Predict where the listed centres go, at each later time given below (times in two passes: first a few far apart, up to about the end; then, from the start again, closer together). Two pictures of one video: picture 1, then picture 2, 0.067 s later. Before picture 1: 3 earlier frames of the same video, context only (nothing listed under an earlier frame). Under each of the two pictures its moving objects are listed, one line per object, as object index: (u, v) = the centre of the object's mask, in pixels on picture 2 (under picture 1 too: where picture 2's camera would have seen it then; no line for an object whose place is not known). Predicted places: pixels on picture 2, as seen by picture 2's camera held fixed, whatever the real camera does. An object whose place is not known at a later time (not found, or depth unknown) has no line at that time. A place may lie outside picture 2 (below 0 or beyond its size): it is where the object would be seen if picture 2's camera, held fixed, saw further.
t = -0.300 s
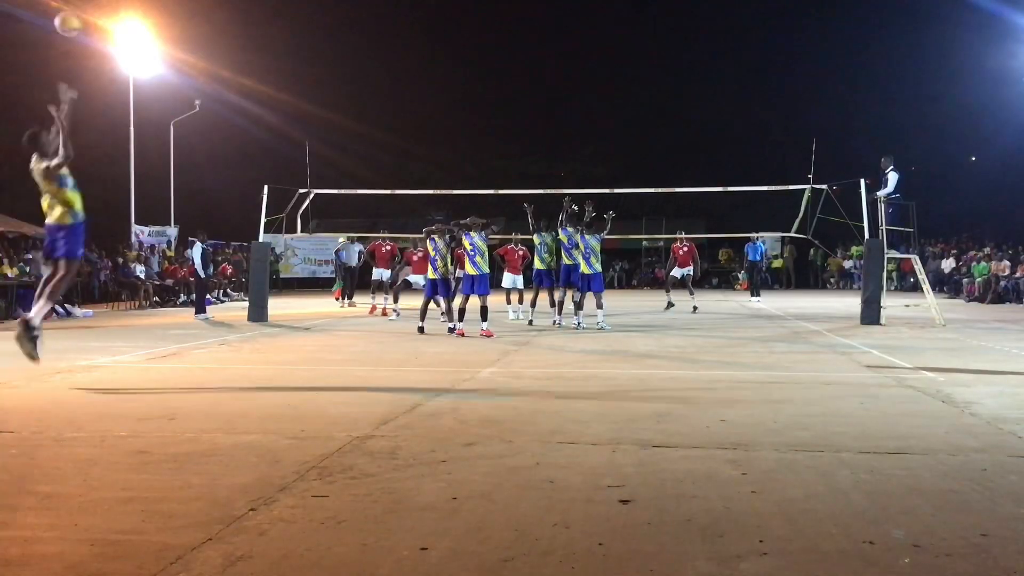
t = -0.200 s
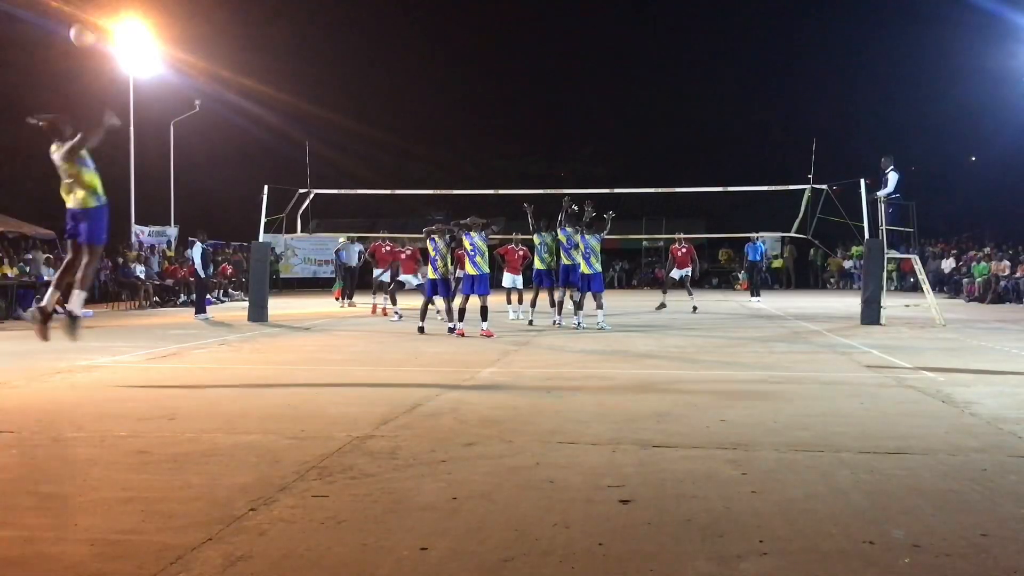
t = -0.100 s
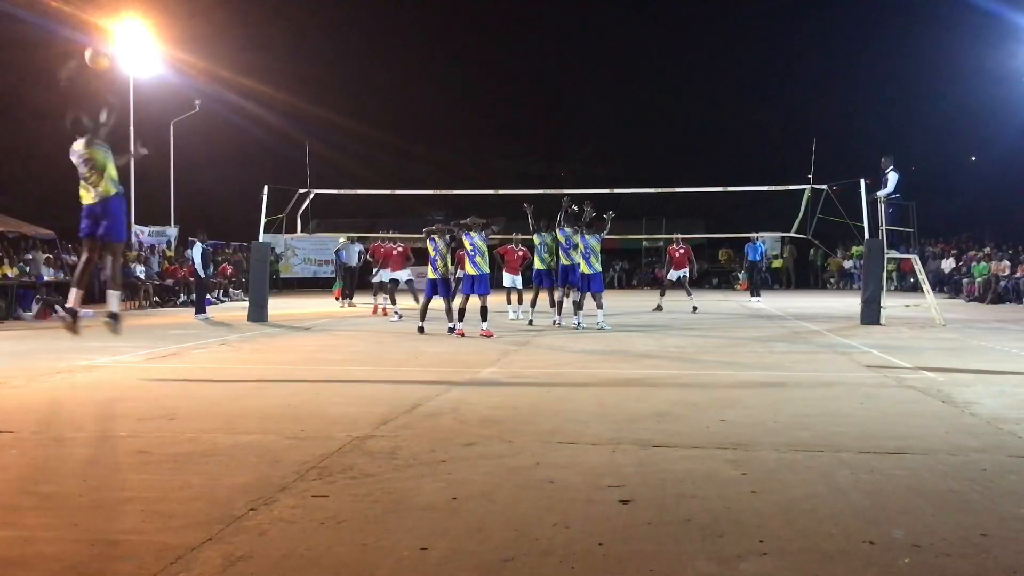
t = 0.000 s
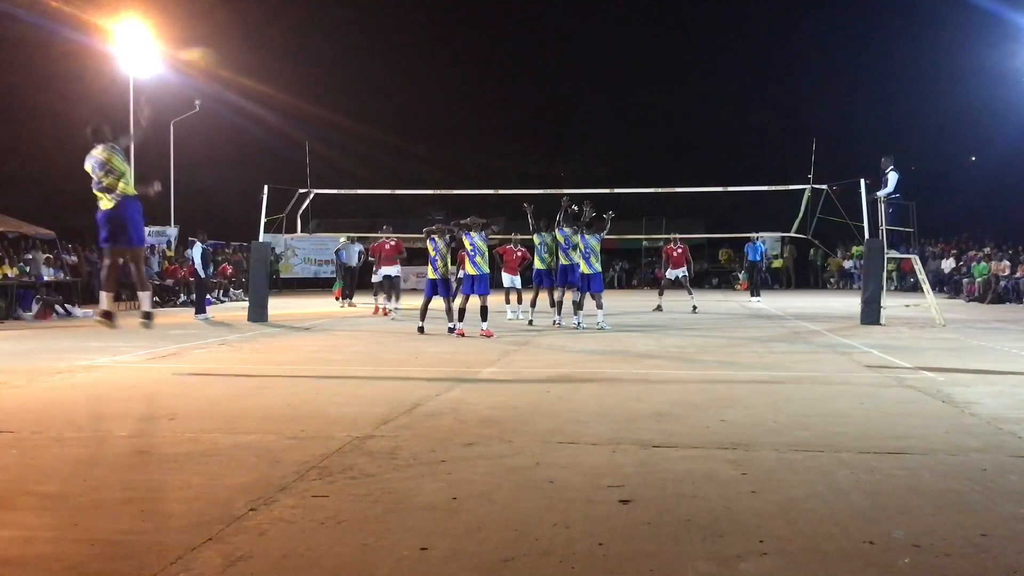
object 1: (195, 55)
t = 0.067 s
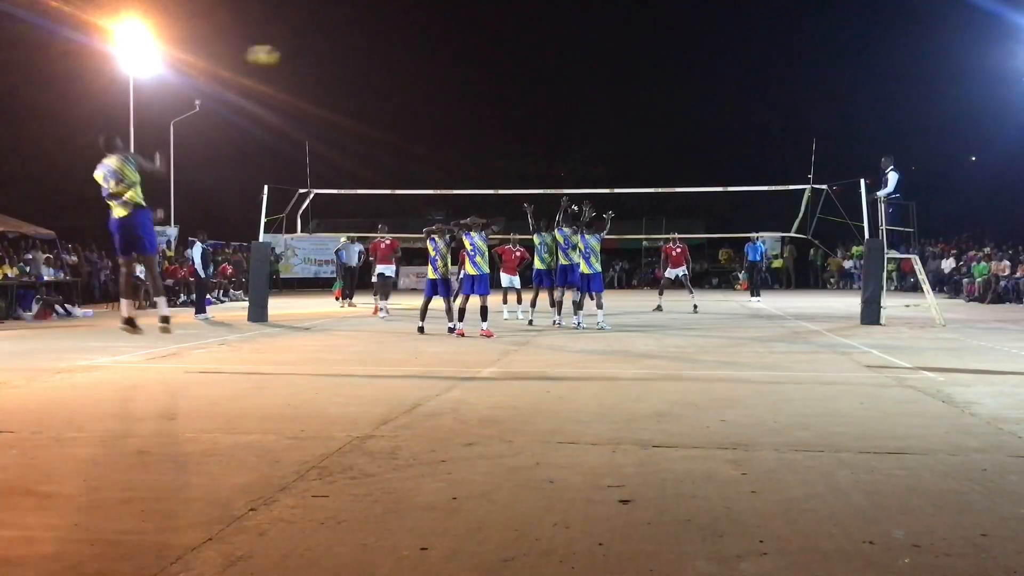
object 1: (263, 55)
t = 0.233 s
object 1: (384, 66)
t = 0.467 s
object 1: (496, 105)
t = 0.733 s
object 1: (574, 168)
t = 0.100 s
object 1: (291, 56)
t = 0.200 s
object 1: (364, 63)
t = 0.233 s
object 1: (384, 66)
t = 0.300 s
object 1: (422, 75)
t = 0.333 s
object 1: (439, 81)
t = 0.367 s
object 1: (455, 86)
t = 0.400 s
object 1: (469, 92)
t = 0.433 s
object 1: (483, 98)
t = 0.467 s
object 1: (496, 105)
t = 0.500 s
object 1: (508, 112)
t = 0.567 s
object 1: (529, 127)
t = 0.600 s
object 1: (539, 135)
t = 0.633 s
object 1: (548, 143)
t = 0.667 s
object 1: (557, 151)
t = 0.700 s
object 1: (566, 160)
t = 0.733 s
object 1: (574, 168)
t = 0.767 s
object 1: (581, 177)
